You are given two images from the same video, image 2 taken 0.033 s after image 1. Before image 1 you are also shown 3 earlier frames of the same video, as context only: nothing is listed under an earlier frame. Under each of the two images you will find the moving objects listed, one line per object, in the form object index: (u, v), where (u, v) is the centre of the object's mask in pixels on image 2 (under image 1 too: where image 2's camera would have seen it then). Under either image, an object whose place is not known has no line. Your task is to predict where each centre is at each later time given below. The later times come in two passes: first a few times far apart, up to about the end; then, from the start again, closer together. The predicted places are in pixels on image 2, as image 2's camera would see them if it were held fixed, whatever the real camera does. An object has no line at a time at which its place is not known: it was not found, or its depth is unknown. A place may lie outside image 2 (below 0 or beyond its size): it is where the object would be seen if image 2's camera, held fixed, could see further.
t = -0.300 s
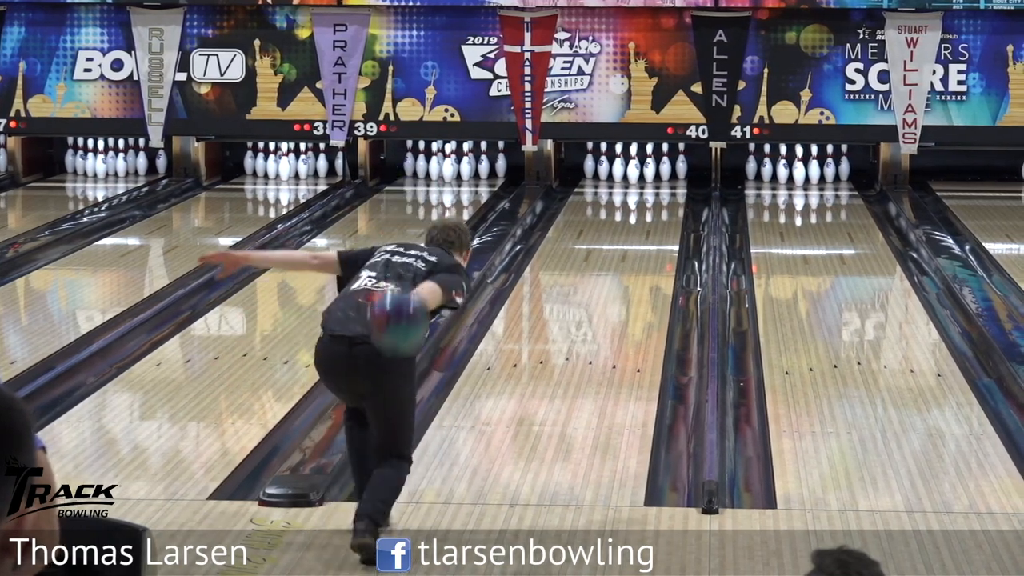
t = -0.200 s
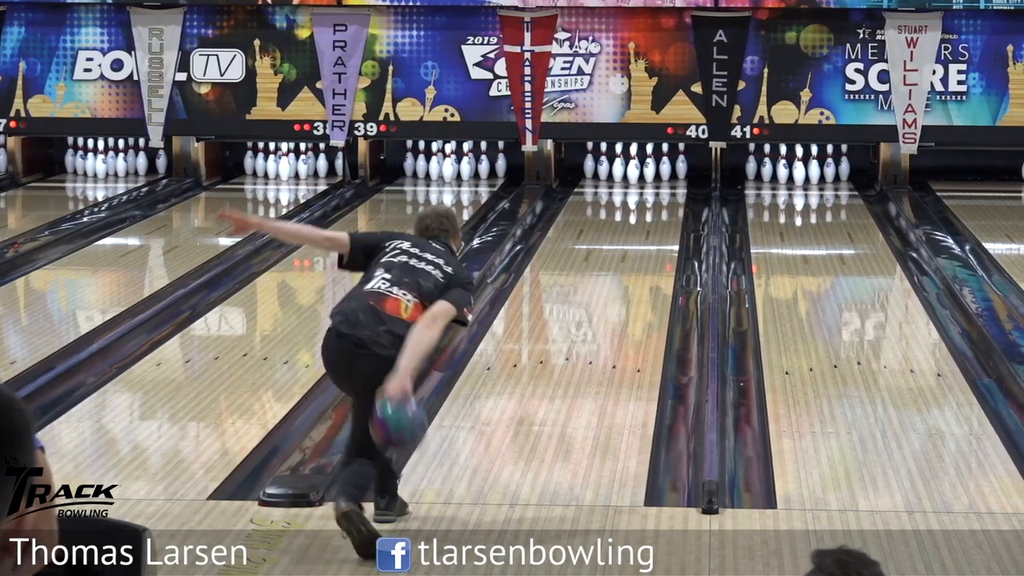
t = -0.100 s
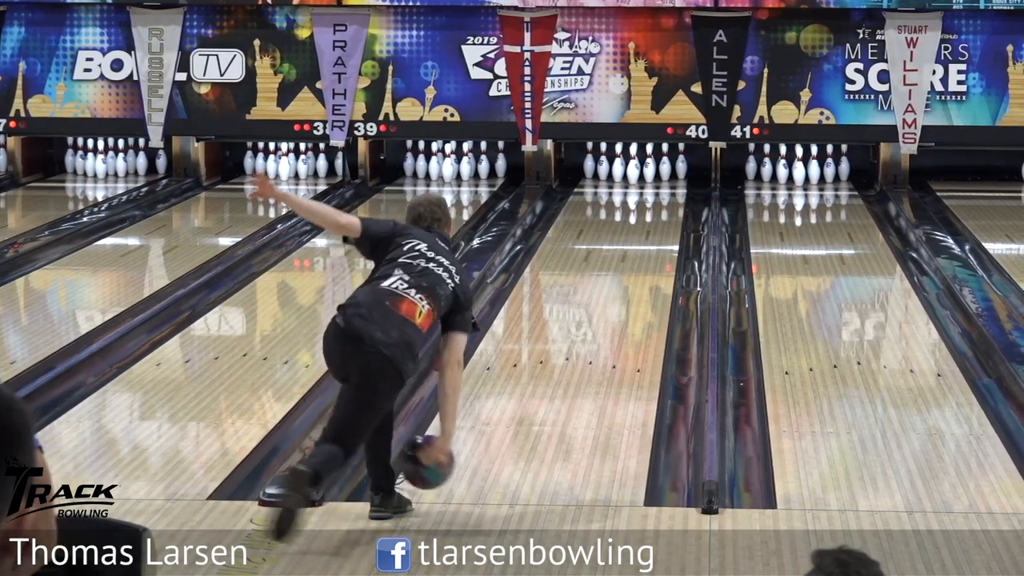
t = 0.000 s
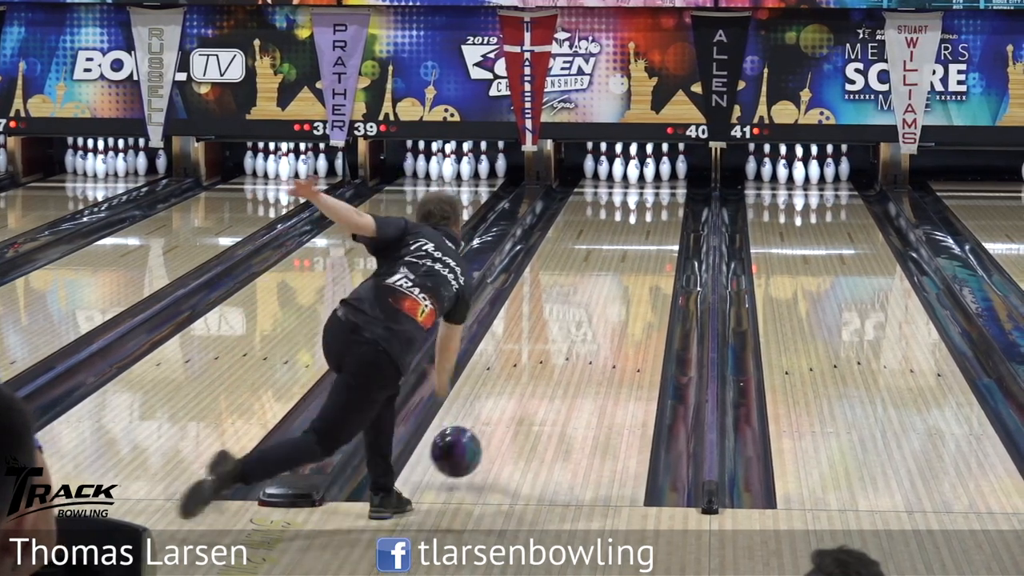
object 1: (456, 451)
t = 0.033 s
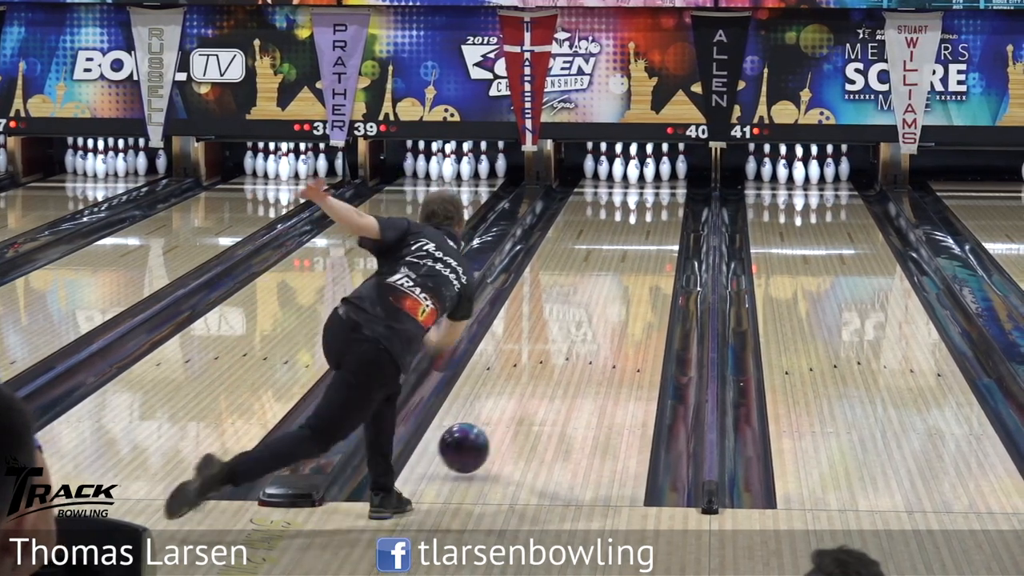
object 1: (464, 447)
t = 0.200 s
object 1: (499, 411)
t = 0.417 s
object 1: (537, 369)
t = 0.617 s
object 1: (565, 335)
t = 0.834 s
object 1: (591, 305)
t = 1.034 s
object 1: (610, 281)
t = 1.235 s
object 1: (627, 260)
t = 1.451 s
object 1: (642, 240)
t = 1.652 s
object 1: (653, 224)
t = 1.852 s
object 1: (661, 210)
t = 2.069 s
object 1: (663, 196)
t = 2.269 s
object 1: (659, 186)
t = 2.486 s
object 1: (647, 176)
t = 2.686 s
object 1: (647, 170)
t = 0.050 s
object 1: (468, 446)
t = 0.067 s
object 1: (472, 443)
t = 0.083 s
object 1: (475, 436)
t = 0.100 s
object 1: (479, 431)
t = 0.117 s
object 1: (482, 427)
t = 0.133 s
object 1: (486, 424)
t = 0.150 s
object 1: (489, 421)
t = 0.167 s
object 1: (493, 418)
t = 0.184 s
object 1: (496, 416)
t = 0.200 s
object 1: (499, 411)
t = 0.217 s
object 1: (502, 408)
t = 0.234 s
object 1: (506, 405)
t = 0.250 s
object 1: (509, 401)
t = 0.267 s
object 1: (512, 397)
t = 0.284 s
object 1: (515, 394)
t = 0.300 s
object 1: (518, 390)
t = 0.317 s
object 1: (520, 387)
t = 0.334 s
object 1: (523, 384)
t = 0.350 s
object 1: (526, 381)
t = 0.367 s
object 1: (529, 378)
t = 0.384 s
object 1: (531, 375)
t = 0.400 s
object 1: (534, 372)
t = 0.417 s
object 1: (537, 369)
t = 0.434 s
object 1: (539, 366)
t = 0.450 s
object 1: (542, 362)
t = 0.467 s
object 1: (544, 359)
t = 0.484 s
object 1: (547, 357)
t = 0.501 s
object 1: (549, 354)
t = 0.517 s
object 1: (552, 351)
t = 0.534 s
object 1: (554, 348)
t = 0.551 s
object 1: (556, 346)
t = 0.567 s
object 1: (559, 343)
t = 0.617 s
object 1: (565, 335)
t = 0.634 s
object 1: (567, 333)
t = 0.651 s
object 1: (569, 330)
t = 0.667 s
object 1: (572, 327)
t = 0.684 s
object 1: (574, 325)
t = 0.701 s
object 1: (576, 323)
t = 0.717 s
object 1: (578, 320)
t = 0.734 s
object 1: (579, 318)
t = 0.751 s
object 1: (581, 316)
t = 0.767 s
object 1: (583, 313)
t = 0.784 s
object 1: (585, 311)
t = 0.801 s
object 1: (587, 309)
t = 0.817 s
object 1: (589, 307)
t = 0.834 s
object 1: (591, 305)
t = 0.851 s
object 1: (592, 303)
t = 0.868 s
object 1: (594, 301)
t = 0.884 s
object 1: (596, 298)
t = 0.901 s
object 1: (597, 296)
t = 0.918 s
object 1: (599, 294)
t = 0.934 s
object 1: (601, 292)
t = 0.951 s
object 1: (603, 290)
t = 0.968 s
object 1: (604, 288)
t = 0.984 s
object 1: (606, 286)
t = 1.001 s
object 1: (607, 284)
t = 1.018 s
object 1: (609, 283)
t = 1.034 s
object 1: (610, 281)
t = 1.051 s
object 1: (612, 279)
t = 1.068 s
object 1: (613, 277)
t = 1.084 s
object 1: (615, 275)
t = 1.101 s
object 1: (616, 273)
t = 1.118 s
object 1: (617, 271)
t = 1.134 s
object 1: (619, 269)
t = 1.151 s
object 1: (620, 268)
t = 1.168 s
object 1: (622, 266)
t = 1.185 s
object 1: (623, 264)
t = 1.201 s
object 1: (624, 263)
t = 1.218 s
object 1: (626, 261)
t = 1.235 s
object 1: (627, 260)
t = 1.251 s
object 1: (628, 258)
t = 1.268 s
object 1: (629, 256)
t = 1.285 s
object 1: (631, 255)
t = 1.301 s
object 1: (632, 253)
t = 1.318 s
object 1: (633, 252)
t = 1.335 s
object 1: (634, 250)
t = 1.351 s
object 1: (635, 249)
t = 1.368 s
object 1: (636, 247)
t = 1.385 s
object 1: (637, 245)
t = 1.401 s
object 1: (639, 244)
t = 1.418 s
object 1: (640, 242)
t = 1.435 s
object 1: (641, 241)
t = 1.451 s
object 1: (642, 240)
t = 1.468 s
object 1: (643, 238)
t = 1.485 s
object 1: (644, 237)
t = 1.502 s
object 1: (645, 236)
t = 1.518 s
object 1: (646, 234)
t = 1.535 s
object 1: (647, 233)
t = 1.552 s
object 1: (648, 231)
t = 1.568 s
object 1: (649, 230)
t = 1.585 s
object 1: (649, 229)
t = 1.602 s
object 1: (651, 228)
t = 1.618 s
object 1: (651, 226)
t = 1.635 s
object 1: (652, 225)
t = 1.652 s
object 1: (653, 224)
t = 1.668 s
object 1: (654, 223)
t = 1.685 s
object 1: (655, 221)
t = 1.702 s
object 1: (656, 220)
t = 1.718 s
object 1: (656, 219)
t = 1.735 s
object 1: (657, 218)
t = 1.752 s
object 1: (658, 217)
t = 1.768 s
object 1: (658, 215)
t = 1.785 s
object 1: (659, 214)
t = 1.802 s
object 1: (659, 213)
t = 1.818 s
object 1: (660, 212)
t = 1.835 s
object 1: (660, 211)
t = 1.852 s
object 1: (661, 210)
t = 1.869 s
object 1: (661, 208)
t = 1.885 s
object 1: (662, 207)
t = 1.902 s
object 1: (662, 206)
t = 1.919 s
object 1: (662, 206)
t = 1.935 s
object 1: (663, 205)
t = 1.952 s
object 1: (663, 204)
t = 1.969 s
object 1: (663, 202)
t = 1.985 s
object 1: (664, 201)
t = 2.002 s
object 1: (663, 200)
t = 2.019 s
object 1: (663, 200)
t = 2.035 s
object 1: (663, 199)
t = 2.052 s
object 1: (664, 197)
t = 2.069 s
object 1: (663, 196)
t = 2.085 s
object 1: (663, 195)
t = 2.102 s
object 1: (663, 194)
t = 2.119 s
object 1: (663, 194)
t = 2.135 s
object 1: (663, 193)
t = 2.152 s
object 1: (662, 192)
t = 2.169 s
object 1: (662, 191)
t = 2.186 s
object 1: (662, 190)
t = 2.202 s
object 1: (661, 189)
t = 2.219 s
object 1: (660, 188)
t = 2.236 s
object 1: (660, 188)
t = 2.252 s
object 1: (659, 187)
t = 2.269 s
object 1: (659, 186)
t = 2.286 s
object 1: (658, 185)
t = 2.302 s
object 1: (657, 184)
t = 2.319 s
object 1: (657, 184)
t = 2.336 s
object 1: (656, 183)
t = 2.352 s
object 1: (655, 182)
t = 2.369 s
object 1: (654, 181)
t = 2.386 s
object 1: (654, 180)
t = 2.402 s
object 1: (652, 180)
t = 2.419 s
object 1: (652, 179)
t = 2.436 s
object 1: (650, 178)
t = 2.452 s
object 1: (649, 178)
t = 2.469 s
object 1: (648, 177)
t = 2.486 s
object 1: (647, 176)
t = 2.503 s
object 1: (647, 176)
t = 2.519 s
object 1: (646, 175)
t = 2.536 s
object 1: (645, 174)
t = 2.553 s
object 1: (645, 174)
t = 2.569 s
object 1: (645, 173)
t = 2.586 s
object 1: (646, 173)
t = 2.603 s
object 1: (646, 172)
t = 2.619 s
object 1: (647, 172)
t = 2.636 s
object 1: (647, 171)
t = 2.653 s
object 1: (647, 170)
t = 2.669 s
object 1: (647, 170)
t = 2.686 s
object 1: (647, 170)
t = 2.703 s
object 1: (648, 170)
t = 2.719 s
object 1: (649, 169)
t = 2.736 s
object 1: (649, 168)
